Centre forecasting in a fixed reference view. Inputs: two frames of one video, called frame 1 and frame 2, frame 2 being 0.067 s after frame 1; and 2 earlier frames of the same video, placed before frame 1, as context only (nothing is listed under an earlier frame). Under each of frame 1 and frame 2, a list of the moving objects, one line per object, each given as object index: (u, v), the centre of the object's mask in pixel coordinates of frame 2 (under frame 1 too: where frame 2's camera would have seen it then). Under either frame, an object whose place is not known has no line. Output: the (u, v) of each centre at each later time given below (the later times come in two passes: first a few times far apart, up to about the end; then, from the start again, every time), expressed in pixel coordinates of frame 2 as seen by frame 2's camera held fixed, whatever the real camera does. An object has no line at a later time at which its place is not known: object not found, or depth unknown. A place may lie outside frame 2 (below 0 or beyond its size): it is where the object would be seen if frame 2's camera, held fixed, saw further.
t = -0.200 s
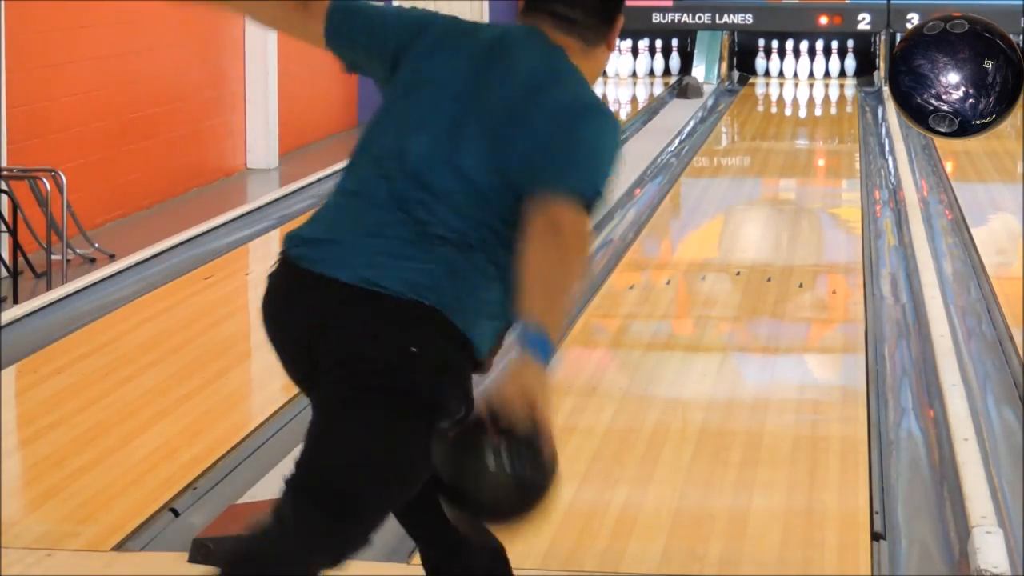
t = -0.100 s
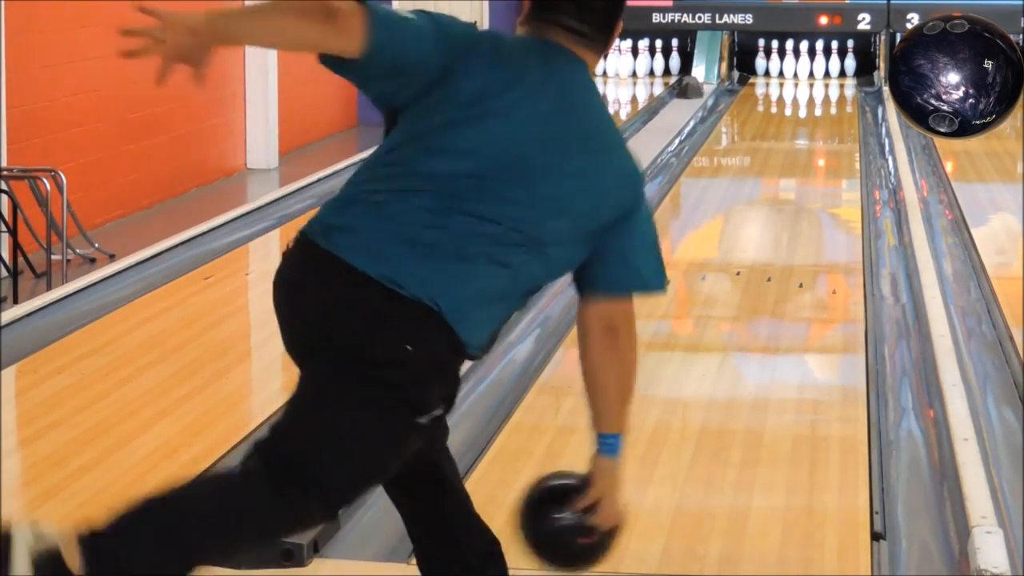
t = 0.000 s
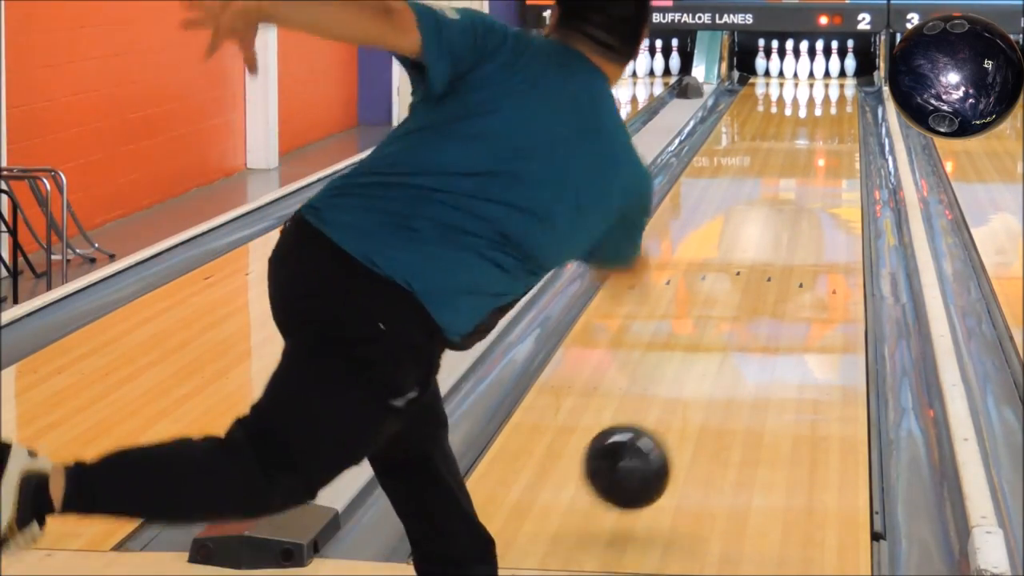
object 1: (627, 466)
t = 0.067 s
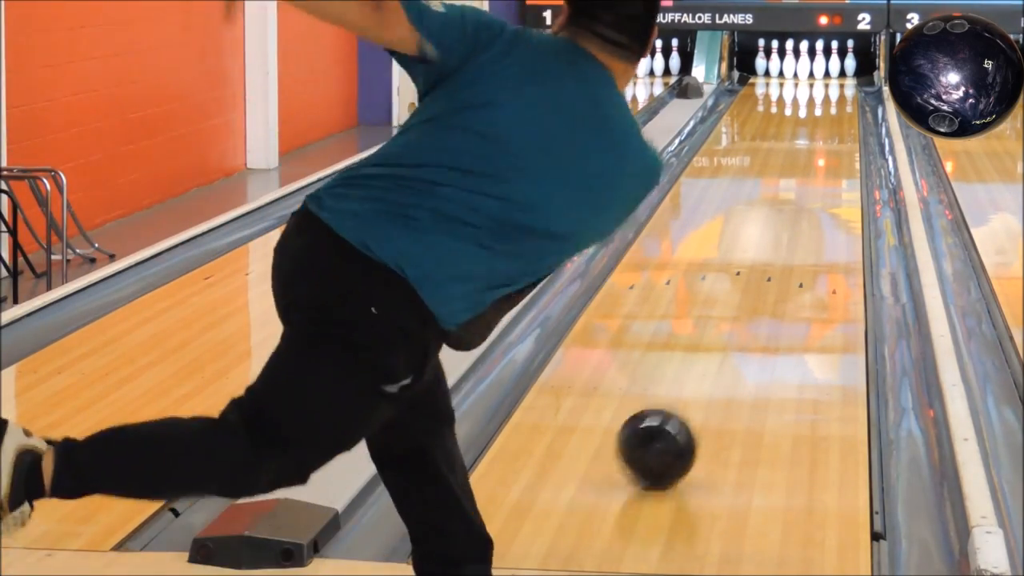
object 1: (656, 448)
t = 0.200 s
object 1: (701, 373)
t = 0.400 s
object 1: (748, 292)
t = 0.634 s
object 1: (784, 231)
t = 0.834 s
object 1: (805, 192)
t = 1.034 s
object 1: (821, 163)
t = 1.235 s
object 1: (832, 140)
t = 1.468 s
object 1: (839, 119)
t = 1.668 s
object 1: (841, 104)
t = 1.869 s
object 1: (837, 92)
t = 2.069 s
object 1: (826, 82)
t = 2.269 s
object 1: (812, 74)
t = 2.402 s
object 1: (806, 70)
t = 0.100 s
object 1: (669, 422)
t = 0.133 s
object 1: (681, 403)
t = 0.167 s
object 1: (691, 388)
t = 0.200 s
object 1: (701, 373)
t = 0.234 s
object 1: (711, 357)
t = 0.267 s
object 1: (719, 342)
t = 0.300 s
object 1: (727, 328)
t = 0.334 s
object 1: (735, 316)
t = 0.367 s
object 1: (742, 303)
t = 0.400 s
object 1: (748, 292)
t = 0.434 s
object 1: (754, 282)
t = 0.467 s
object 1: (760, 272)
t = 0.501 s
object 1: (765, 263)
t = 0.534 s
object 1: (771, 254)
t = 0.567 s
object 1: (775, 246)
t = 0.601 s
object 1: (780, 238)
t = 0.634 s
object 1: (784, 231)
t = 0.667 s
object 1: (788, 224)
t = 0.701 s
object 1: (792, 217)
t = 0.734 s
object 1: (795, 210)
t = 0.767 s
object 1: (799, 204)
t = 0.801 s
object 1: (802, 198)
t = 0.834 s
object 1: (805, 192)
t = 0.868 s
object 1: (808, 186)
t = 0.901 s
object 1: (811, 182)
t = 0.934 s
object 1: (814, 176)
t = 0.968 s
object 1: (816, 172)
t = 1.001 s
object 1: (818, 167)
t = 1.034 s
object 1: (821, 163)
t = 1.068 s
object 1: (823, 159)
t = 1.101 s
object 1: (825, 155)
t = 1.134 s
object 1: (827, 151)
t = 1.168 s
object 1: (829, 147)
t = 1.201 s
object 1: (830, 144)
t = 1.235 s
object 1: (832, 140)
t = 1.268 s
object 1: (833, 137)
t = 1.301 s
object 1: (835, 133)
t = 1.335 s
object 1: (836, 131)
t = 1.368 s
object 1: (837, 128)
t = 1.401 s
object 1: (838, 125)
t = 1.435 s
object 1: (838, 122)
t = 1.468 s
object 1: (839, 119)
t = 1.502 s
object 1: (840, 117)
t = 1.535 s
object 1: (840, 114)
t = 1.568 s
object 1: (841, 111)
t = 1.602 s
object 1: (841, 109)
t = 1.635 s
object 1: (841, 106)
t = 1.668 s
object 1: (841, 104)
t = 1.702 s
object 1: (840, 102)
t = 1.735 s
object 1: (840, 99)
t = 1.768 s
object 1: (839, 97)
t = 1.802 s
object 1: (838, 95)
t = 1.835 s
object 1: (838, 94)
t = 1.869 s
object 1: (837, 92)
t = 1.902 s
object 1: (835, 90)
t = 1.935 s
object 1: (834, 88)
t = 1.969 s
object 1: (832, 87)
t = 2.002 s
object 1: (830, 85)
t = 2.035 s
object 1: (829, 83)
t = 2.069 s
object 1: (826, 82)
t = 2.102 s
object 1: (824, 81)
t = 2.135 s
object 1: (822, 79)
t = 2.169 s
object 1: (820, 78)
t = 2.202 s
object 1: (817, 77)
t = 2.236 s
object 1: (815, 76)
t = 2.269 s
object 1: (812, 74)
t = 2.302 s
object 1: (810, 73)
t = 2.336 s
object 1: (808, 71)
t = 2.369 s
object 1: (806, 70)
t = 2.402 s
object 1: (806, 70)
